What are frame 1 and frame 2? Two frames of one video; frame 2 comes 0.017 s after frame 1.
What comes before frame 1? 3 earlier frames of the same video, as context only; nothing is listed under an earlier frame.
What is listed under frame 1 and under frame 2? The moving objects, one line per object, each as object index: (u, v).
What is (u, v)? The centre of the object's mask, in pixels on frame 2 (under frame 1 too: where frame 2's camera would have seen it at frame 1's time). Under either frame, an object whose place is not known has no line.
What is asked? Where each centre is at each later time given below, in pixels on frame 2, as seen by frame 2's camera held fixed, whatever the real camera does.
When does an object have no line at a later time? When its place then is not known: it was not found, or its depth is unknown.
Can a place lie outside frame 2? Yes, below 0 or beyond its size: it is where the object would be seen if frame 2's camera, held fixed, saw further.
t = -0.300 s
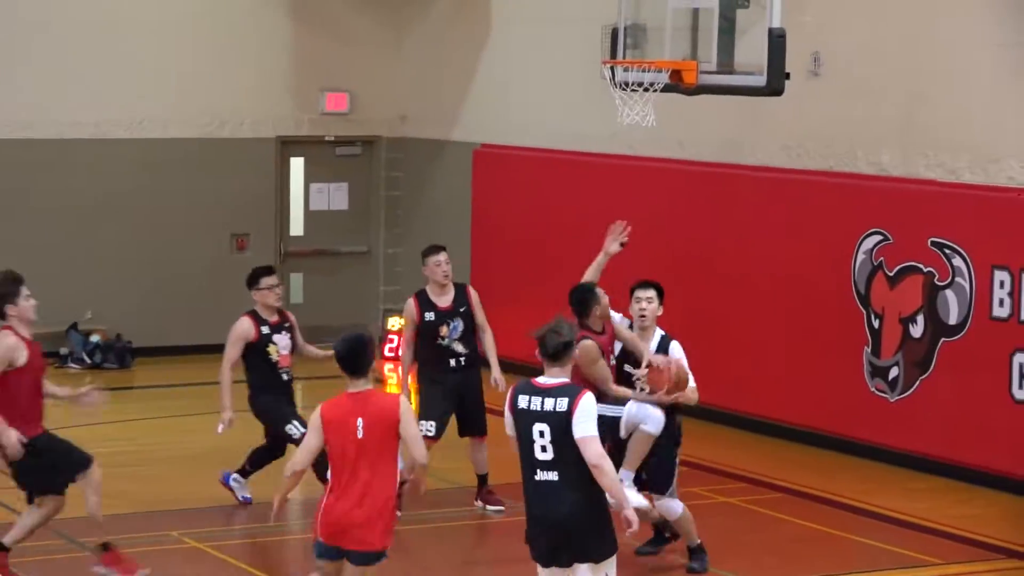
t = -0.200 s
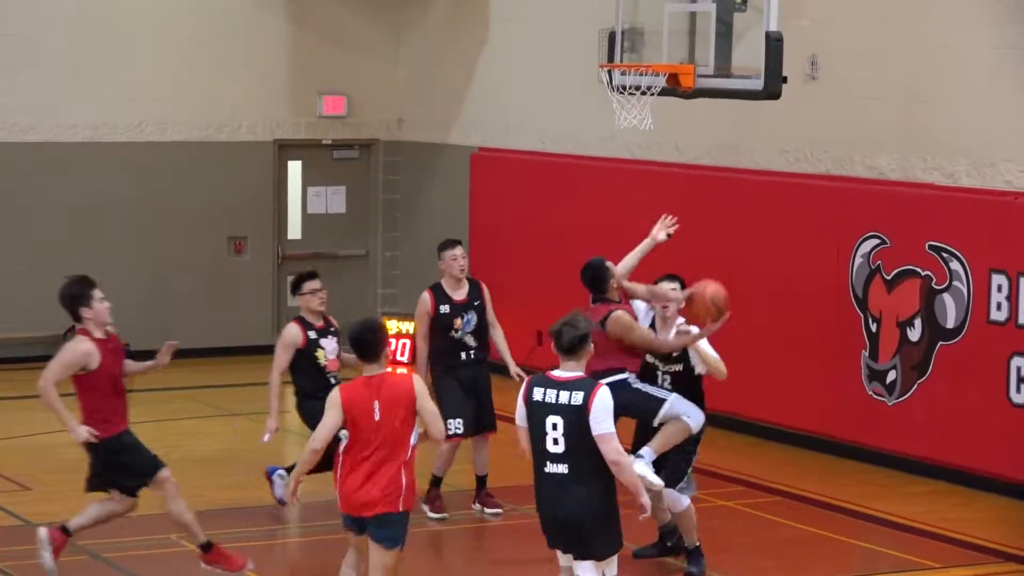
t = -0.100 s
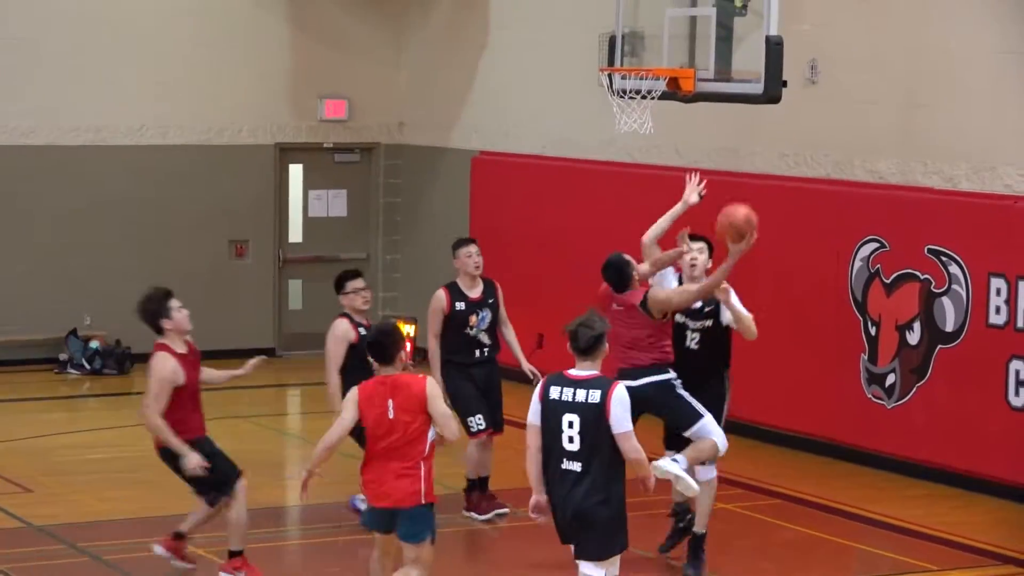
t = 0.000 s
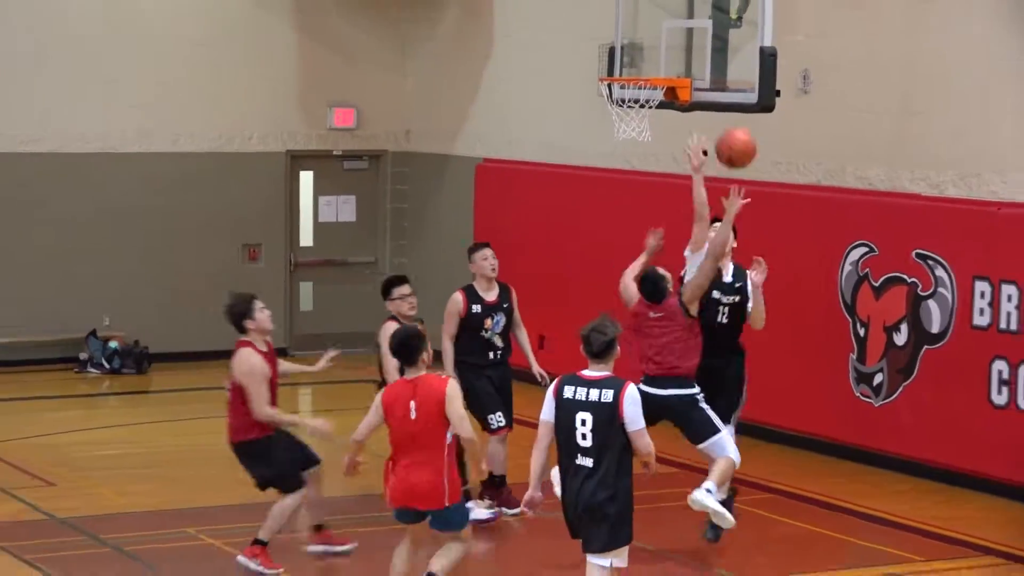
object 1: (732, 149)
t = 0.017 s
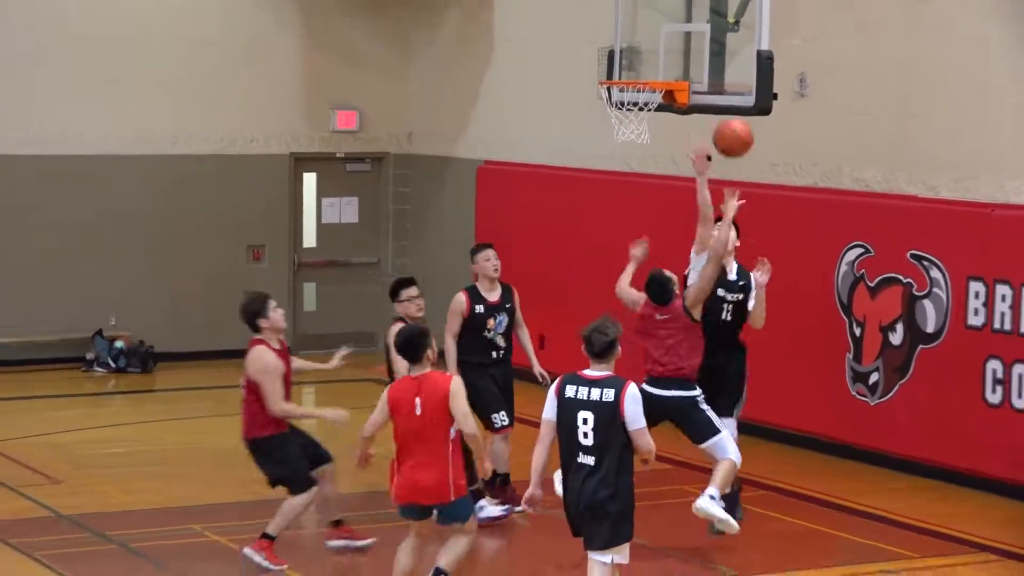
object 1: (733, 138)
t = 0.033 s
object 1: (734, 124)
